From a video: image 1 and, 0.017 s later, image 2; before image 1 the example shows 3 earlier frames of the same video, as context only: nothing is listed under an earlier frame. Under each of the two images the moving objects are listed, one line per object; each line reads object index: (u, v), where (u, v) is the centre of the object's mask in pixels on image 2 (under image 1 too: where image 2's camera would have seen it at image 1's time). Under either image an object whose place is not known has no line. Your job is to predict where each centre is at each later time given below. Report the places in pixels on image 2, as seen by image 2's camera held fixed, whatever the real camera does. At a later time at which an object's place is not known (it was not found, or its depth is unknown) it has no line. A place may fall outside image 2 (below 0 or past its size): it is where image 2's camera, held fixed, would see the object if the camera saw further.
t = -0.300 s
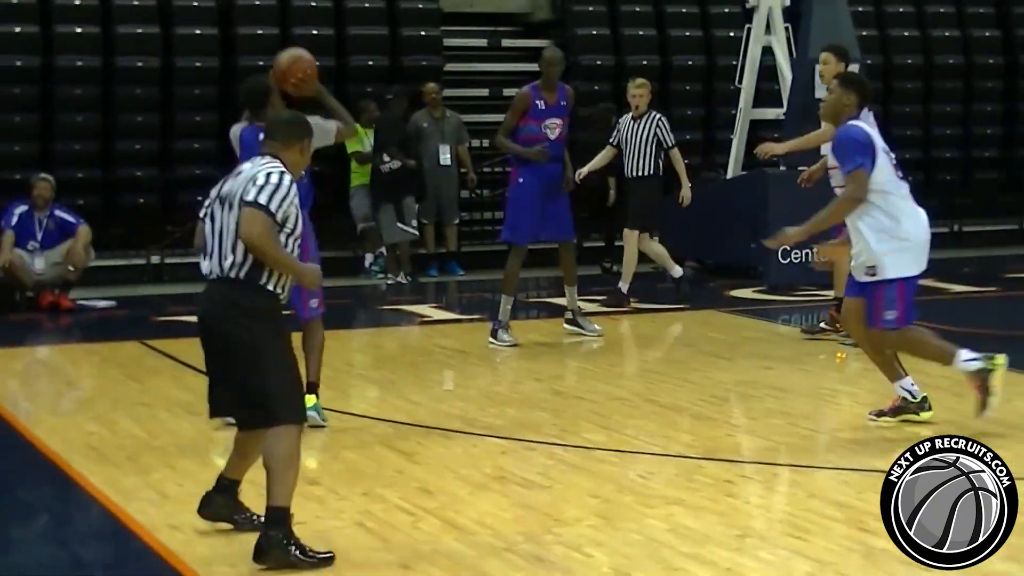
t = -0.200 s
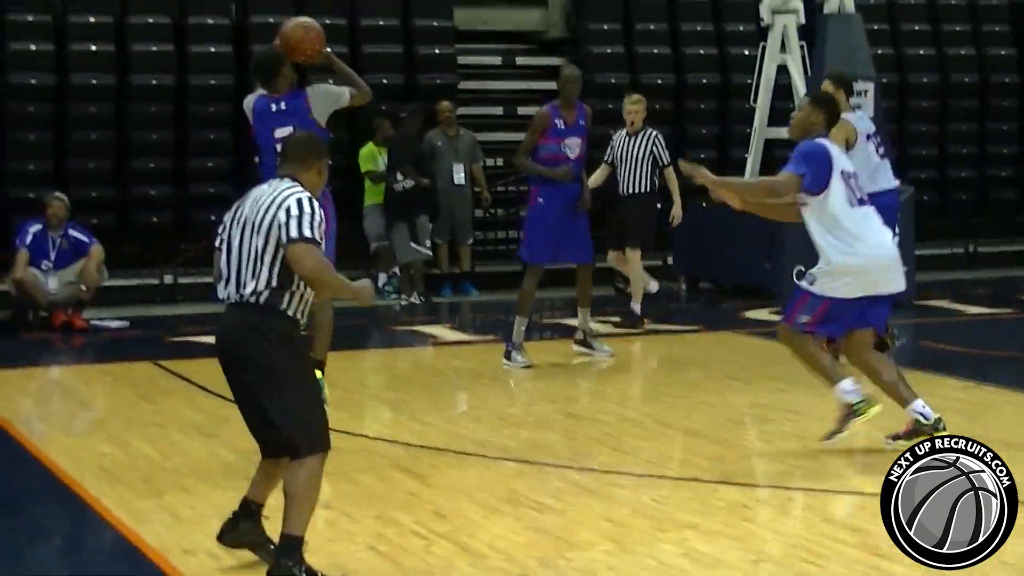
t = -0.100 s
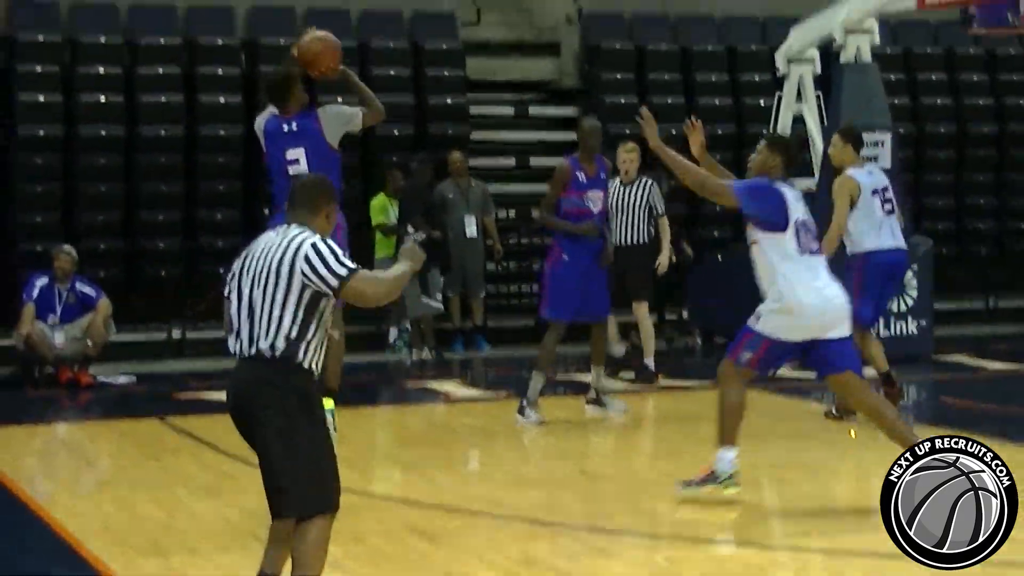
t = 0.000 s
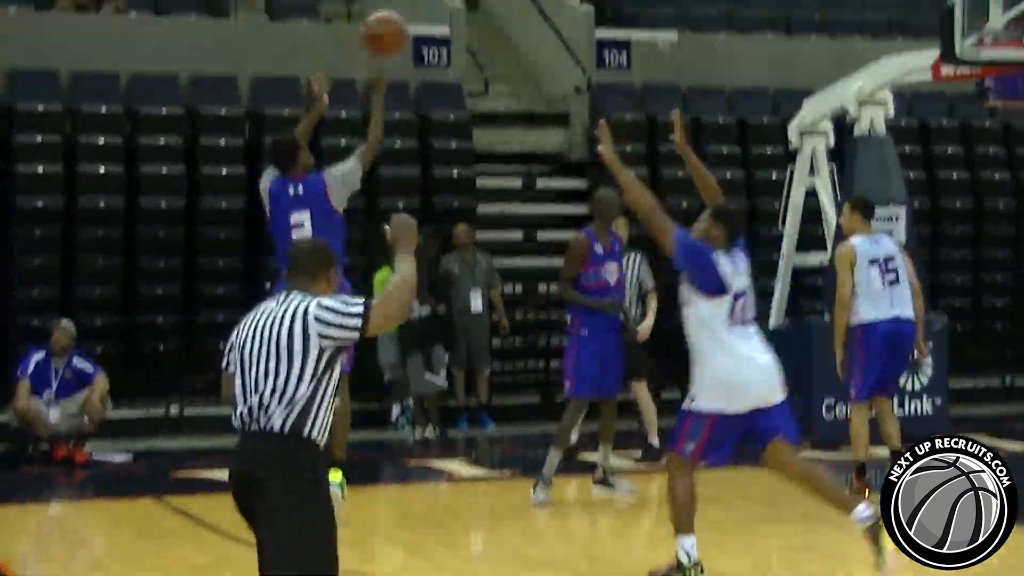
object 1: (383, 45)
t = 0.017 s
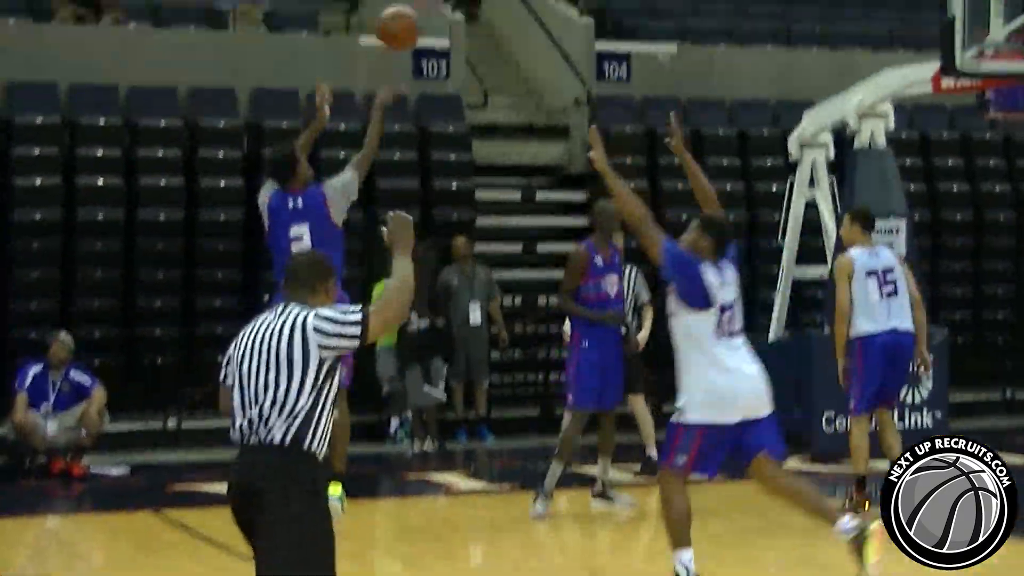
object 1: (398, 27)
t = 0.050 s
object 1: (428, -3)
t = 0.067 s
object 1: (442, -15)
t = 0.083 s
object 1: (456, -29)
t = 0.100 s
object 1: (471, -42)
